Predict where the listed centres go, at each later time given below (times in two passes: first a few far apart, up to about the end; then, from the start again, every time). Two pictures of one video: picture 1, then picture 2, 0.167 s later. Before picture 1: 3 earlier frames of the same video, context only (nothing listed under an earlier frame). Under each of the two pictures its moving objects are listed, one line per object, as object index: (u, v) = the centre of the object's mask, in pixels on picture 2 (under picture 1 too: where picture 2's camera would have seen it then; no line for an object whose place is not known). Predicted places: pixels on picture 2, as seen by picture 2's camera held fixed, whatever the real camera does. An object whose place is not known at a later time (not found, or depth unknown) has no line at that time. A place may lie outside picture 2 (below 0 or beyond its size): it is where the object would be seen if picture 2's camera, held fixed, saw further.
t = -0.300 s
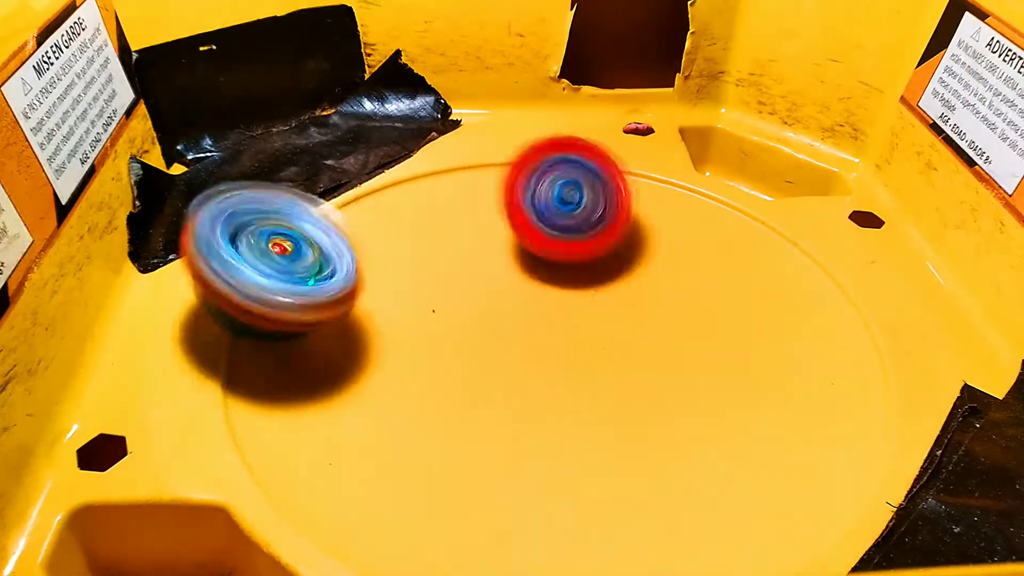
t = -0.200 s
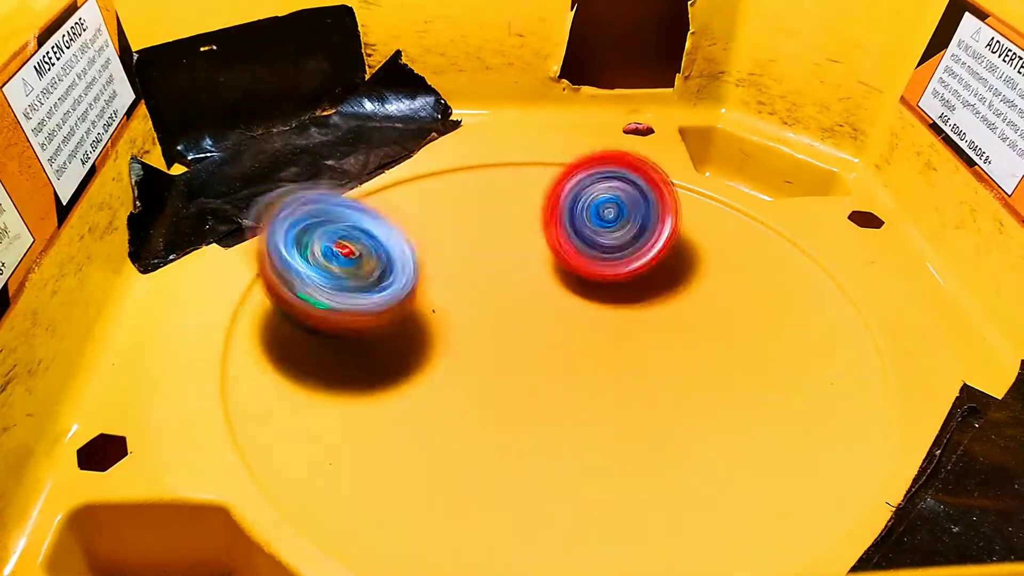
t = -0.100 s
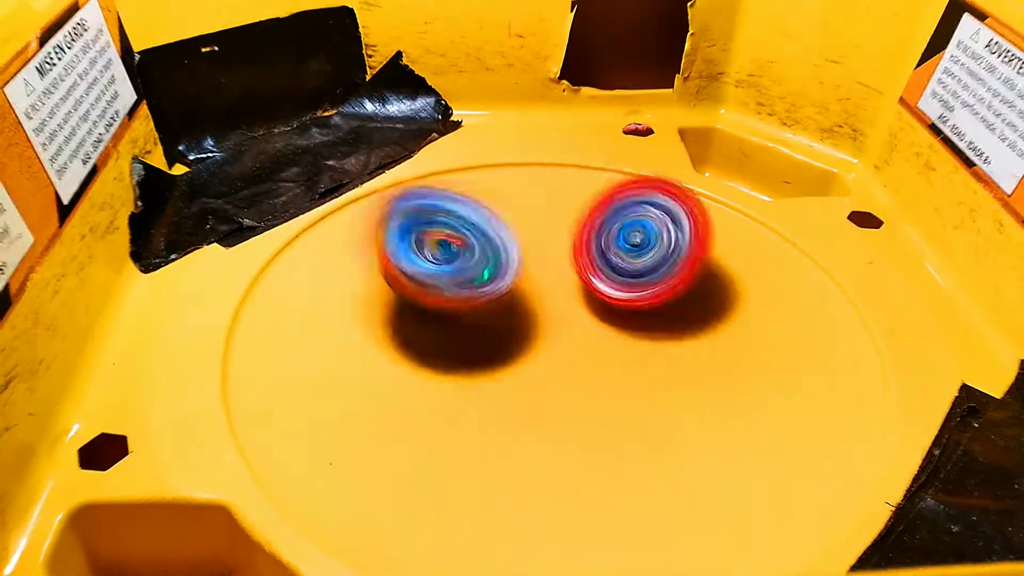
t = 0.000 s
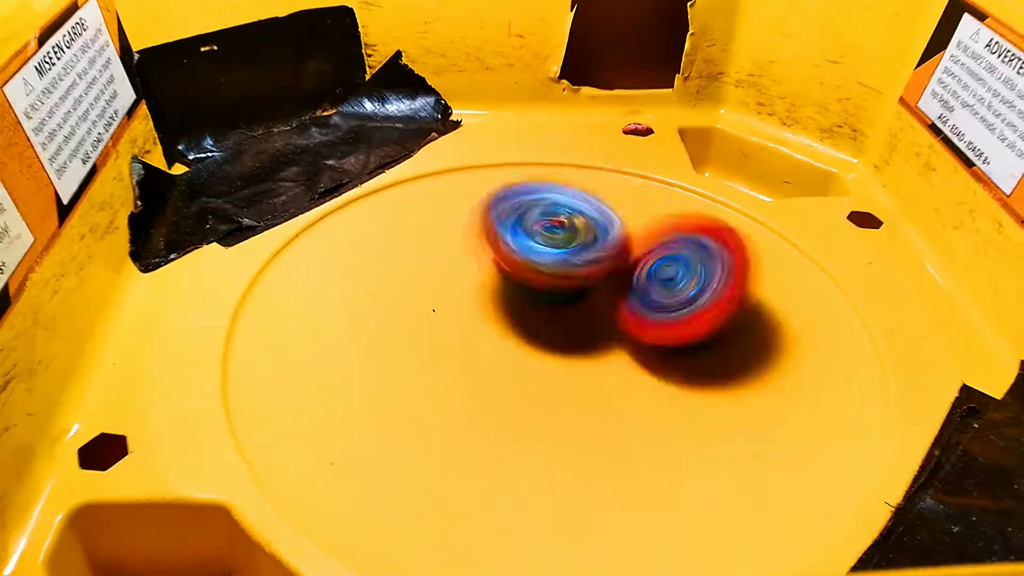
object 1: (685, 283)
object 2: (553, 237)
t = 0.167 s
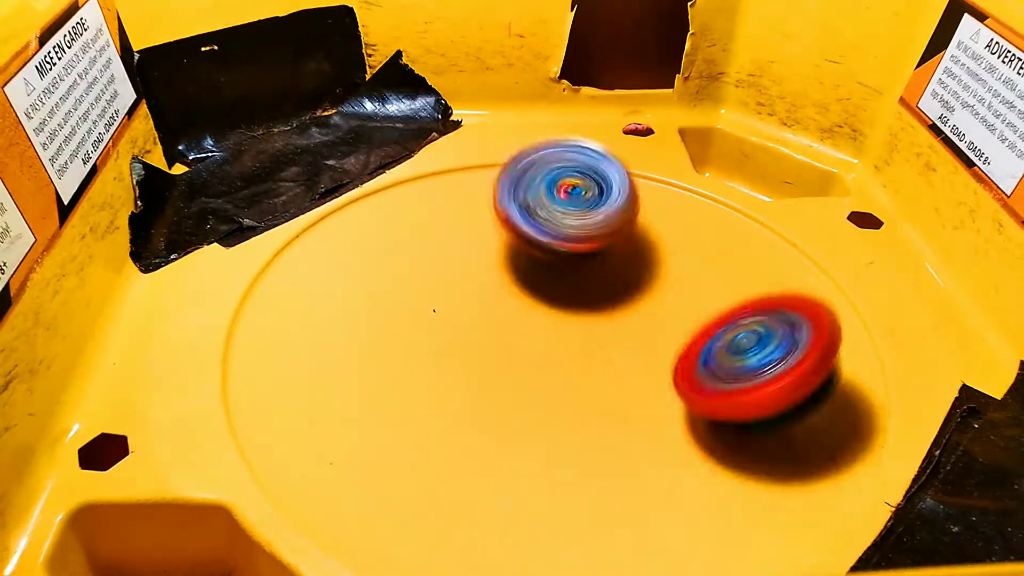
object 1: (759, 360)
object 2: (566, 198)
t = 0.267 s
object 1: (728, 379)
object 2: (580, 194)
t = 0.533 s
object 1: (555, 370)
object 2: (609, 265)
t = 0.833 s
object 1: (258, 284)
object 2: (608, 295)
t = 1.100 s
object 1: (449, 241)
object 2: (572, 289)
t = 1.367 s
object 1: (637, 193)
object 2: (549, 301)
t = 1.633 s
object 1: (740, 290)
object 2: (581, 288)
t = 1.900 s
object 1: (725, 456)
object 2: (565, 308)
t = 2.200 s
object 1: (668, 442)
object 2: (551, 307)
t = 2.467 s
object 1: (508, 407)
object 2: (542, 297)
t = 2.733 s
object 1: (508, 398)
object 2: (577, 300)
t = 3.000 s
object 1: (467, 380)
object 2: (594, 294)
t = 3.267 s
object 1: (506, 363)
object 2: (629, 280)
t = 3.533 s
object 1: (522, 347)
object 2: (637, 267)
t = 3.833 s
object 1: (522, 349)
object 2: (611, 259)
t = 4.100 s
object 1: (522, 349)
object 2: (617, 264)
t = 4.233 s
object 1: (522, 349)
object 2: (630, 274)
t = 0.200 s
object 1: (750, 367)
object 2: (569, 194)
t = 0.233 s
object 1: (739, 374)
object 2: (576, 194)
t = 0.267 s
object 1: (728, 379)
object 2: (580, 194)
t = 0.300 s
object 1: (715, 384)
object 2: (586, 196)
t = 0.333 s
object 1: (699, 386)
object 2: (591, 203)
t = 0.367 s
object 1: (682, 383)
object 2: (599, 209)
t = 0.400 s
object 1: (665, 382)
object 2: (598, 218)
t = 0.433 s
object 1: (646, 379)
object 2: (607, 229)
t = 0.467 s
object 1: (623, 374)
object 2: (605, 241)
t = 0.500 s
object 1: (600, 369)
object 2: (605, 255)
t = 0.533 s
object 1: (555, 370)
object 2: (609, 265)
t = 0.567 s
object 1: (502, 368)
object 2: (625, 269)
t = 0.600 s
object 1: (447, 362)
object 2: (626, 269)
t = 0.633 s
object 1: (392, 350)
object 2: (633, 274)
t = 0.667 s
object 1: (345, 338)
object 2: (629, 278)
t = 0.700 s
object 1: (305, 324)
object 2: (627, 280)
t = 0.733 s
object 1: (272, 309)
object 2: (626, 287)
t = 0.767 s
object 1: (253, 292)
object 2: (618, 291)
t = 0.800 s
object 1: (253, 280)
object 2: (612, 293)
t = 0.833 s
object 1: (258, 284)
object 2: (608, 295)
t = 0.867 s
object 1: (273, 279)
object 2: (601, 298)
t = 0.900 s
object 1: (294, 278)
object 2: (594, 297)
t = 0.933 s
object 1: (317, 273)
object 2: (587, 297)
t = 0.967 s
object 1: (346, 271)
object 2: (581, 296)
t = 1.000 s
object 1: (377, 265)
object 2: (576, 294)
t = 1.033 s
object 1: (401, 256)
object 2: (574, 292)
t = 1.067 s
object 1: (427, 251)
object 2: (572, 290)
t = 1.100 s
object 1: (449, 241)
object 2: (572, 289)
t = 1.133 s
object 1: (470, 227)
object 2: (574, 289)
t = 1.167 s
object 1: (489, 214)
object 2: (574, 291)
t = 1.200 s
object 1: (518, 200)
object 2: (577, 297)
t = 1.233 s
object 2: (575, 301)
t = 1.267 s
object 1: (570, 187)
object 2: (570, 303)
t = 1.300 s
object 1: (594, 187)
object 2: (563, 304)
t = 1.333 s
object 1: (617, 191)
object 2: (555, 302)
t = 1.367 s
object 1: (637, 193)
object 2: (549, 301)
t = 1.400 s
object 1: (656, 199)
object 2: (546, 295)
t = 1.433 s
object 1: (673, 205)
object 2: (546, 292)
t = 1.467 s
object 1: (689, 213)
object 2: (548, 289)
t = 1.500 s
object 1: (704, 223)
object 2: (553, 281)
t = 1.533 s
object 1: (717, 238)
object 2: (561, 280)
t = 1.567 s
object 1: (728, 251)
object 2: (570, 280)
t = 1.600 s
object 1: (739, 268)
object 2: (576, 287)
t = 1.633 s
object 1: (740, 290)
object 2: (581, 288)
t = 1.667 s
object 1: (738, 308)
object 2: (585, 291)
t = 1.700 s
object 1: (737, 330)
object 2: (588, 296)
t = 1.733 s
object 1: (731, 361)
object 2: (583, 299)
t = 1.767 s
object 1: (727, 382)
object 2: (579, 301)
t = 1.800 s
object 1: (728, 402)
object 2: (577, 305)
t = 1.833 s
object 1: (728, 425)
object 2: (573, 305)
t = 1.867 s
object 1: (726, 442)
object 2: (570, 306)
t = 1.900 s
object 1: (725, 456)
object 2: (565, 308)
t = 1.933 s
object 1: (724, 463)
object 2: (564, 306)
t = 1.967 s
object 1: (722, 466)
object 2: (560, 307)
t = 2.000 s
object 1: (722, 465)
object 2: (558, 308)
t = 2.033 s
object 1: (722, 462)
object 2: (559, 307)
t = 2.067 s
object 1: (722, 459)
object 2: (556, 307)
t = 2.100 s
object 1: (716, 457)
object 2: (554, 306)
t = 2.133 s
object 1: (706, 454)
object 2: (553, 307)
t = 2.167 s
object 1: (688, 448)
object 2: (553, 307)
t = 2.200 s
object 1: (668, 442)
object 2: (551, 307)
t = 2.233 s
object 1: (645, 434)
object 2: (549, 302)
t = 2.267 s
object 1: (622, 427)
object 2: (547, 302)
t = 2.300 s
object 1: (598, 421)
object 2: (546, 302)
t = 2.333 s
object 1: (576, 415)
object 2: (544, 304)
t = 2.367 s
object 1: (554, 412)
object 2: (544, 302)
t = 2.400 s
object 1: (536, 410)
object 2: (539, 304)
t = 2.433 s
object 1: (518, 408)
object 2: (542, 301)
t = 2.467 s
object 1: (508, 407)
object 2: (542, 297)
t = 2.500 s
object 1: (502, 408)
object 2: (547, 296)
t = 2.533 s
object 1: (503, 407)
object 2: (549, 296)
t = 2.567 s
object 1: (509, 407)
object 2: (554, 294)
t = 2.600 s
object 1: (515, 407)
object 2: (557, 295)
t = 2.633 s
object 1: (519, 407)
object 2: (563, 297)
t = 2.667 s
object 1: (519, 404)
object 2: (566, 297)
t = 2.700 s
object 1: (515, 402)
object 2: (572, 297)
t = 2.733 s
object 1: (508, 398)
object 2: (577, 300)
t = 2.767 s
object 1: (501, 395)
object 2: (580, 303)
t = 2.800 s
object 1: (495, 389)
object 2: (579, 303)
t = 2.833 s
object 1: (481, 385)
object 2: (580, 298)
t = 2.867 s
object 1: (465, 388)
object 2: (587, 294)
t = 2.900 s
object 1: (463, 392)
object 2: (593, 301)
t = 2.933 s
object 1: (460, 389)
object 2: (595, 300)
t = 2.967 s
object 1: (462, 385)
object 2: (594, 298)
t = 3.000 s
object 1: (467, 380)
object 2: (594, 294)
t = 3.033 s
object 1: (476, 375)
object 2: (596, 290)
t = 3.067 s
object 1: (481, 374)
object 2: (601, 287)
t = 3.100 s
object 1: (486, 373)
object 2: (609, 282)
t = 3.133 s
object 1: (491, 368)
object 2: (612, 276)
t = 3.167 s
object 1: (500, 363)
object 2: (614, 272)
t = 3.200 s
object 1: (507, 360)
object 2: (618, 275)
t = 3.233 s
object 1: (504, 362)
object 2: (626, 279)
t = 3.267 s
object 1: (506, 363)
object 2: (629, 280)
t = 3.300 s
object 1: (509, 360)
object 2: (627, 284)
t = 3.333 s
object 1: (515, 356)
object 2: (628, 280)
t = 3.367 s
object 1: (520, 354)
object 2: (634, 280)
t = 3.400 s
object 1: (519, 353)
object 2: (639, 279)
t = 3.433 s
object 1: (520, 353)
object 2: (642, 277)
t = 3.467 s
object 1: (521, 352)
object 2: (641, 272)
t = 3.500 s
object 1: (521, 350)
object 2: (637, 268)
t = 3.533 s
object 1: (522, 347)
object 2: (637, 267)
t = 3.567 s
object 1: (523, 348)
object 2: (637, 267)
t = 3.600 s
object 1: (523, 349)
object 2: (635, 267)
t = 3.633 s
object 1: (523, 350)
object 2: (632, 266)
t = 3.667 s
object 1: (522, 349)
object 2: (626, 265)
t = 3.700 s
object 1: (522, 347)
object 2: (620, 264)
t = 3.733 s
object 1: (521, 347)
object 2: (616, 262)
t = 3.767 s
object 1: (522, 349)
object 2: (613, 261)
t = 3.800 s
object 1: (522, 350)
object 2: (612, 260)
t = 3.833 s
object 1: (522, 349)
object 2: (611, 259)
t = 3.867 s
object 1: (521, 348)
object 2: (612, 258)
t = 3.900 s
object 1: (522, 347)
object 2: (612, 257)
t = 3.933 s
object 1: (521, 348)
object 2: (612, 258)
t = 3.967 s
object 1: (521, 349)
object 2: (612, 259)
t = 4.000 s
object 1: (521, 349)
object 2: (613, 260)
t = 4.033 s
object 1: (521, 350)
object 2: (614, 262)
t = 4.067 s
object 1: (522, 350)
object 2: (616, 263)
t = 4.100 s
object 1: (522, 349)
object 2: (617, 264)
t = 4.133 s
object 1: (522, 350)
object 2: (619, 266)
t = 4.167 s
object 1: (522, 350)
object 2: (623, 270)
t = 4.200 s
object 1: (522, 349)
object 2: (626, 273)
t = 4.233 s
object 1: (522, 349)
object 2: (630, 274)
